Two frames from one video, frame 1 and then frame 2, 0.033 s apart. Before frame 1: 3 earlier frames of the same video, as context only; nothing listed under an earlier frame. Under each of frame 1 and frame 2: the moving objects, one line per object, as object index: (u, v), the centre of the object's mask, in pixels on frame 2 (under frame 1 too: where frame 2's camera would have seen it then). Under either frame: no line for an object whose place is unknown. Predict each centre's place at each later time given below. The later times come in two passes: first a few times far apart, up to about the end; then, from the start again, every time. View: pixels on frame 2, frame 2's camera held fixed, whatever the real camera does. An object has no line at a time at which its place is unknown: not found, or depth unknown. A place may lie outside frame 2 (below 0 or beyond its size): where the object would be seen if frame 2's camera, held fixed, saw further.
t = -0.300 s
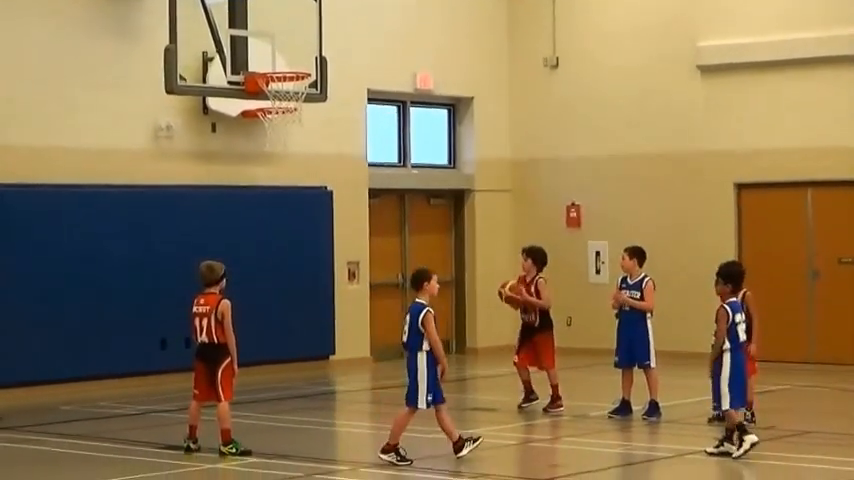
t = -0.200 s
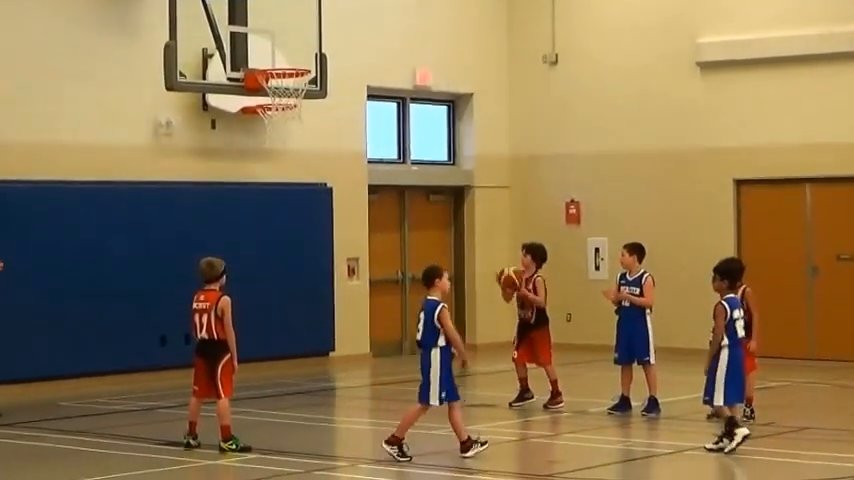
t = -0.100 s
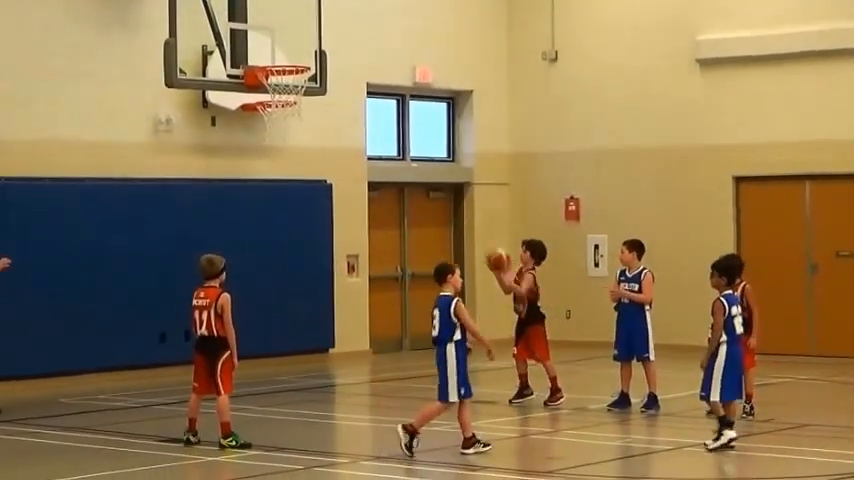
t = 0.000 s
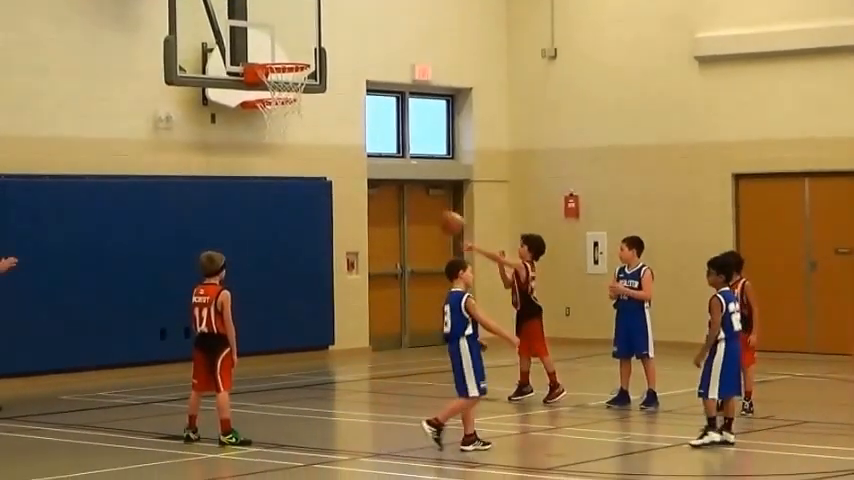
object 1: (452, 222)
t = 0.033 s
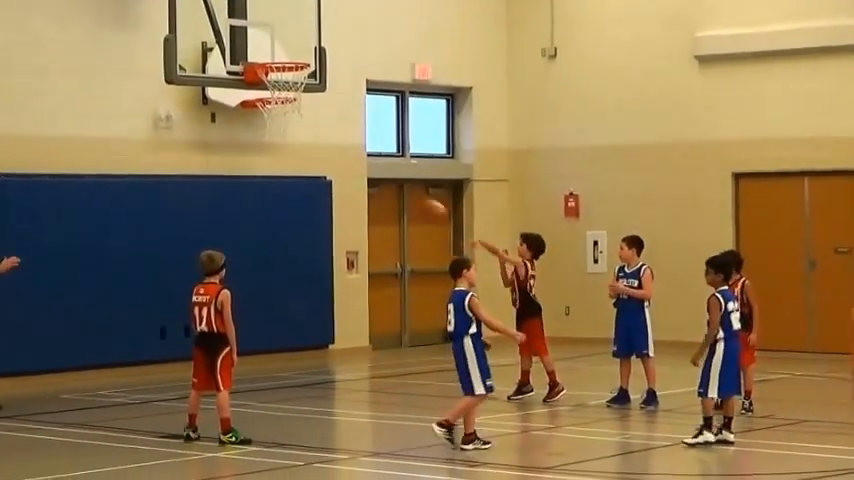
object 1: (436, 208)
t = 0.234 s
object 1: (318, 171)
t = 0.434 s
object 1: (206, 177)
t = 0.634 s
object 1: (93, 222)
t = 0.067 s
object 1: (414, 199)
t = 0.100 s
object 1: (394, 192)
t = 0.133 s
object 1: (376, 185)
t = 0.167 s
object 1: (355, 181)
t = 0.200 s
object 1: (338, 176)
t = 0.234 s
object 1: (318, 171)
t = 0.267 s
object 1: (299, 169)
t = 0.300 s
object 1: (281, 168)
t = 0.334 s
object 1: (262, 169)
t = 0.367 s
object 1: (244, 171)
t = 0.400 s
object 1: (225, 172)
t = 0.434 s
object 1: (206, 177)
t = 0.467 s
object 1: (186, 181)
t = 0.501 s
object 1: (168, 187)
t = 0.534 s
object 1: (150, 193)
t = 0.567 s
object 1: (131, 201)
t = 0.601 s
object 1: (112, 211)
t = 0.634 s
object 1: (93, 222)
